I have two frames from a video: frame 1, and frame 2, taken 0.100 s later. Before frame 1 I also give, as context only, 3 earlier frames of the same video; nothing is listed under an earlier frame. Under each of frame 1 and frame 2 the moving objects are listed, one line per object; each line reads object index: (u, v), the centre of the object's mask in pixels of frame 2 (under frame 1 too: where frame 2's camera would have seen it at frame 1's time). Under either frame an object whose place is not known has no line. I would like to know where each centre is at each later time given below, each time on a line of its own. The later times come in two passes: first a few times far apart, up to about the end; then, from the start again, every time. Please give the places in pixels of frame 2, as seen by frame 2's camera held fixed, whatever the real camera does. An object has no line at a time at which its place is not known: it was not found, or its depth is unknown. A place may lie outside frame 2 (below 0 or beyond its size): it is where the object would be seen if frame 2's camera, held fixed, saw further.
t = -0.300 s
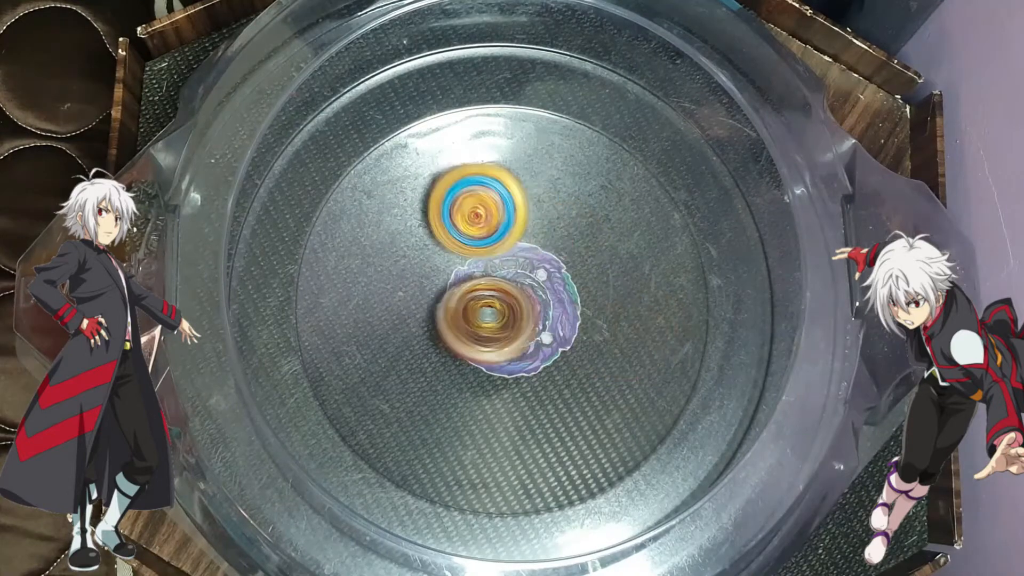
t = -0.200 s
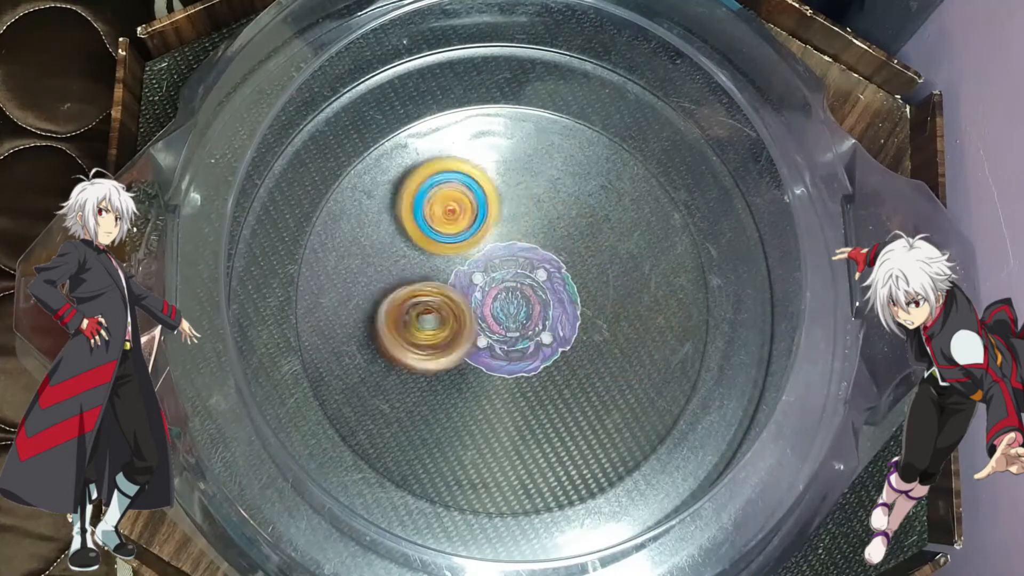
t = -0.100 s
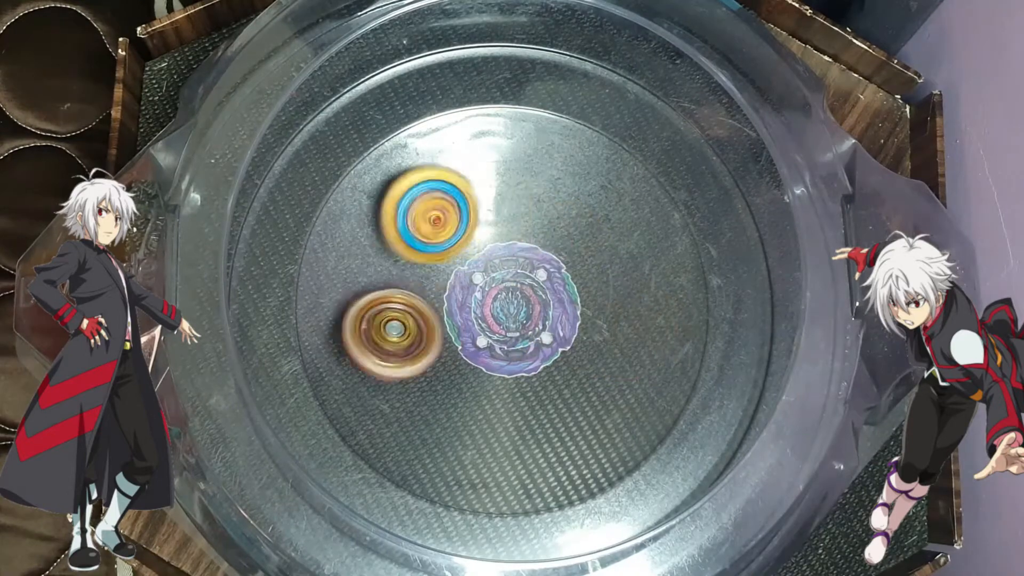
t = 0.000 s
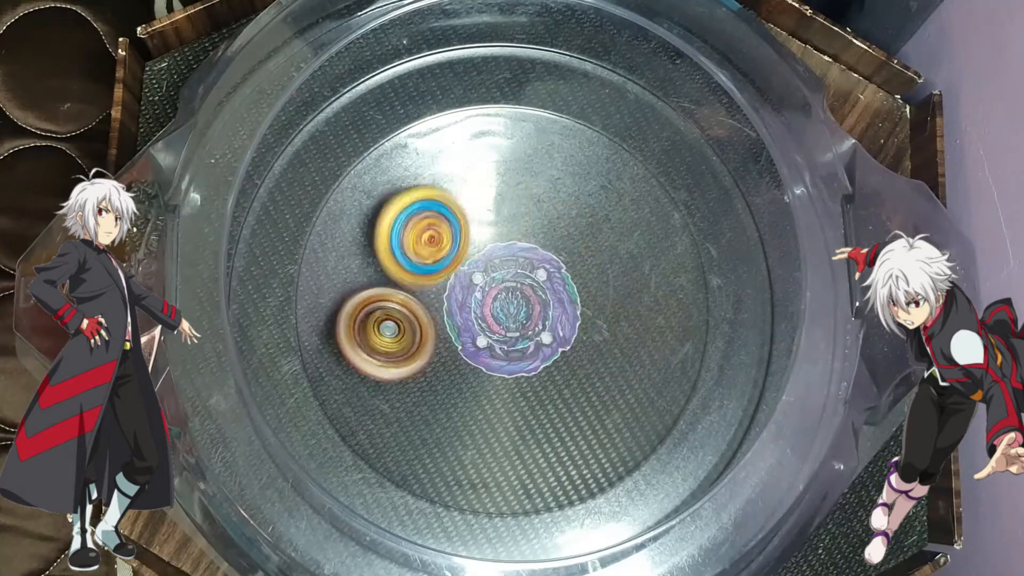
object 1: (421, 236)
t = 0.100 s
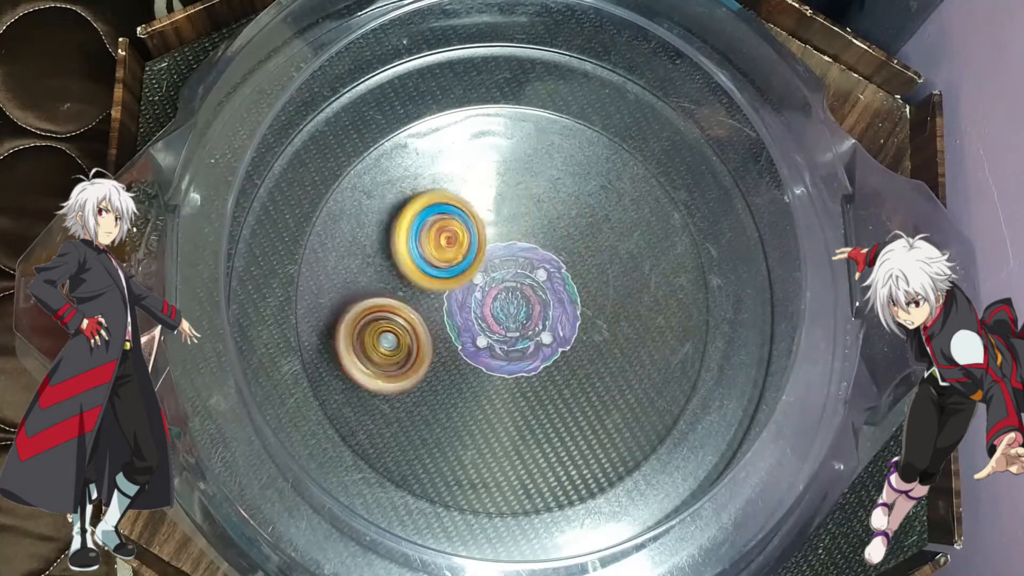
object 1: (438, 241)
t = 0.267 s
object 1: (473, 267)
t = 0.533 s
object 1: (583, 364)
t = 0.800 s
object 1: (576, 368)
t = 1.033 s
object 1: (526, 325)
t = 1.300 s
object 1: (433, 246)
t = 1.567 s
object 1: (446, 246)
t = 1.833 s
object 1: (496, 304)
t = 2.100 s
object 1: (540, 297)
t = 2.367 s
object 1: (608, 209)
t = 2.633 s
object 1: (582, 195)
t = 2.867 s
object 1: (552, 225)
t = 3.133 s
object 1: (557, 305)
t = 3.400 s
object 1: (576, 335)
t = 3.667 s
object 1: (576, 332)
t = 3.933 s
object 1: (529, 324)
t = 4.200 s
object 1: (559, 366)
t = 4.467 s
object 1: (553, 370)
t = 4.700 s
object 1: (517, 344)
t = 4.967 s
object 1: (490, 349)
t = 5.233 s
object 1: (490, 347)
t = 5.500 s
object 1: (461, 333)
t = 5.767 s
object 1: (454, 338)
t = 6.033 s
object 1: (519, 268)
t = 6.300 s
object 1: (584, 282)
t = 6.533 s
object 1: (540, 291)
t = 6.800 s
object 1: (540, 290)
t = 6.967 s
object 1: (544, 291)
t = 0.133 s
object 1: (445, 243)
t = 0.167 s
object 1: (452, 247)
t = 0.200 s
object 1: (459, 251)
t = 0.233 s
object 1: (466, 258)
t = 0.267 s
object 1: (473, 267)
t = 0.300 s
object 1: (486, 277)
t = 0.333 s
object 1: (503, 286)
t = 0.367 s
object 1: (520, 297)
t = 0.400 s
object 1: (539, 312)
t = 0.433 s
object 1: (554, 327)
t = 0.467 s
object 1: (566, 340)
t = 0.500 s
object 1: (576, 353)
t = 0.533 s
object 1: (583, 364)
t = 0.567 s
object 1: (589, 371)
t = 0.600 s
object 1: (593, 375)
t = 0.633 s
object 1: (594, 377)
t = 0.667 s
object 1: (593, 377)
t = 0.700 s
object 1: (591, 376)
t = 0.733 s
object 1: (587, 374)
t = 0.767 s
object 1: (582, 371)
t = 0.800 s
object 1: (576, 368)
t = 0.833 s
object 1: (569, 365)
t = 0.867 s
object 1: (562, 360)
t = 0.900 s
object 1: (555, 357)
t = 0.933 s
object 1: (548, 353)
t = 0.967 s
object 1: (542, 346)
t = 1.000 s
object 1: (534, 336)
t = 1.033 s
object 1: (526, 325)
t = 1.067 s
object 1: (517, 312)
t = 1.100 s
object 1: (508, 301)
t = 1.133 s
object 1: (491, 296)
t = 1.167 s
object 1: (474, 289)
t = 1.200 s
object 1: (460, 280)
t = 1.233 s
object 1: (449, 268)
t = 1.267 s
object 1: (439, 255)
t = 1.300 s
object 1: (433, 246)
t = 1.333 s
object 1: (428, 240)
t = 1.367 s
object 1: (426, 235)
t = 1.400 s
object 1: (426, 234)
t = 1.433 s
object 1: (426, 236)
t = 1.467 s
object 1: (431, 237)
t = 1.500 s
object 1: (436, 240)
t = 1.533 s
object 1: (440, 243)
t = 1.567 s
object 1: (446, 246)
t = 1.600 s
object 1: (452, 250)
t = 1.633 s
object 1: (457, 253)
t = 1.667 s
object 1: (463, 256)
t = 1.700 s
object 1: (466, 262)
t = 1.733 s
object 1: (473, 270)
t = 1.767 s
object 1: (480, 281)
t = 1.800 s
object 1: (487, 293)
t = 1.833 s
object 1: (496, 304)
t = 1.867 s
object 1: (503, 315)
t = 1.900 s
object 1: (511, 318)
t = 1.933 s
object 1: (517, 317)
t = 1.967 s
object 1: (521, 316)
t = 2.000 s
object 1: (525, 314)
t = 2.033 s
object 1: (529, 311)
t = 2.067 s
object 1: (533, 304)
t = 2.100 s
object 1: (540, 297)
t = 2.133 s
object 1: (547, 290)
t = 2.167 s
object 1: (554, 285)
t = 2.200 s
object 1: (561, 278)
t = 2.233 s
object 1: (575, 259)
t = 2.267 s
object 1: (587, 244)
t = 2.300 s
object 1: (596, 231)
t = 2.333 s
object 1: (604, 219)
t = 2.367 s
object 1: (608, 209)
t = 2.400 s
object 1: (610, 201)
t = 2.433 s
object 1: (610, 194)
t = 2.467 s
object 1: (608, 191)
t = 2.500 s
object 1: (604, 189)
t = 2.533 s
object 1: (600, 190)
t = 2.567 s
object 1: (594, 191)
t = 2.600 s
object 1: (587, 194)
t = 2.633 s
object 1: (582, 195)
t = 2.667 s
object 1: (578, 193)
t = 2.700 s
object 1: (572, 196)
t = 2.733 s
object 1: (567, 199)
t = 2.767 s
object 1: (565, 201)
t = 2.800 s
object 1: (564, 206)
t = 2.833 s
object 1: (557, 214)
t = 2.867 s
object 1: (552, 225)
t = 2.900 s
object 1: (547, 236)
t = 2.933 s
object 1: (551, 243)
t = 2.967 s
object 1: (553, 253)
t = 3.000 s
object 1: (555, 263)
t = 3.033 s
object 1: (555, 273)
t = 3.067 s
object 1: (557, 285)
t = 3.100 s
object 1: (556, 294)
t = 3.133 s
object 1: (557, 305)
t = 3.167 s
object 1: (556, 313)
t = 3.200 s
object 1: (557, 321)
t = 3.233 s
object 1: (555, 324)
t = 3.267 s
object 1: (562, 327)
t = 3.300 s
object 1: (568, 330)
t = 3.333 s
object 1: (573, 332)
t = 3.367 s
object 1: (577, 334)
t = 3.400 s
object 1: (576, 335)
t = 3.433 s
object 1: (576, 335)
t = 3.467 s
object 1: (571, 334)
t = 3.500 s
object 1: (567, 333)
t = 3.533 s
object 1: (561, 335)
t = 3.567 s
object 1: (558, 338)
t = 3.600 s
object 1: (563, 338)
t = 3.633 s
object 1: (574, 336)
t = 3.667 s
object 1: (576, 332)
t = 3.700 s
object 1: (570, 328)
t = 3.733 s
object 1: (565, 330)
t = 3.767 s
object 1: (559, 327)
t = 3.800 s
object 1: (549, 325)
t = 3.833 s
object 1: (539, 322)
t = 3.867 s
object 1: (528, 319)
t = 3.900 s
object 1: (525, 319)
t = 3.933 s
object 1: (529, 324)
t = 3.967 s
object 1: (532, 325)
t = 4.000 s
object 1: (533, 323)
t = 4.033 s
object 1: (531, 321)
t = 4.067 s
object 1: (533, 324)
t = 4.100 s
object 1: (539, 331)
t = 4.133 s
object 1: (550, 344)
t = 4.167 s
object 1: (554, 357)
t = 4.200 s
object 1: (559, 366)
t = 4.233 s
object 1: (561, 373)
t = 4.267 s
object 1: (563, 376)
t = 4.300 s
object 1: (563, 376)
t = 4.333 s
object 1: (560, 375)
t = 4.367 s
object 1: (555, 373)
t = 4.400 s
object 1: (552, 373)
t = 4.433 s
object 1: (552, 373)
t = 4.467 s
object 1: (553, 370)
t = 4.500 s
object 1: (551, 367)
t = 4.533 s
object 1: (547, 363)
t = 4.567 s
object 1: (544, 360)
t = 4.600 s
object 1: (541, 357)
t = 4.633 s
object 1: (533, 352)
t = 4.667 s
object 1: (527, 350)
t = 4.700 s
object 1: (517, 344)
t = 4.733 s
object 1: (511, 342)
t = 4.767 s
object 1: (504, 345)
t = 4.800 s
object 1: (501, 351)
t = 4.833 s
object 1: (494, 352)
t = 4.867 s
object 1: (490, 355)
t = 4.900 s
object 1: (490, 356)
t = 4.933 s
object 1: (491, 355)
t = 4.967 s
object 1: (490, 349)
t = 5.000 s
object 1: (489, 345)
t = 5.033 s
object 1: (485, 345)
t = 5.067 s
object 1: (487, 348)
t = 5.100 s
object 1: (488, 347)
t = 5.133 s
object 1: (487, 348)
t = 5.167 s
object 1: (486, 350)
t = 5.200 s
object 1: (488, 349)
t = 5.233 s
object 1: (490, 347)
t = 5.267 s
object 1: (488, 344)
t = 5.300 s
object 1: (484, 342)
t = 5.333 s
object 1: (480, 341)
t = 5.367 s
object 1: (479, 335)
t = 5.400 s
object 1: (476, 328)
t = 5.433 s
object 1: (471, 331)
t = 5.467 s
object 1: (467, 334)
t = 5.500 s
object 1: (461, 333)
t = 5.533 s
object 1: (451, 338)
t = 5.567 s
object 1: (447, 345)
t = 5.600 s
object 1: (445, 348)
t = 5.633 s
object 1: (444, 349)
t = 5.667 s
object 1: (446, 348)
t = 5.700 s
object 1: (448, 345)
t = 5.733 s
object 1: (450, 342)
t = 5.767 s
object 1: (454, 338)
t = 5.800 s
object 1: (459, 335)
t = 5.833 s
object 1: (466, 330)
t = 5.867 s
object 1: (473, 320)
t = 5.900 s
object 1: (479, 309)
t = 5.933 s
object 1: (487, 298)
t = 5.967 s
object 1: (497, 288)
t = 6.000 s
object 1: (506, 279)
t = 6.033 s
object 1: (519, 268)
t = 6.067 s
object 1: (532, 260)
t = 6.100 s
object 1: (545, 256)
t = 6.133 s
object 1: (555, 257)
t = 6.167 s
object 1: (565, 260)
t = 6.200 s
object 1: (573, 264)
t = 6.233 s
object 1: (579, 270)
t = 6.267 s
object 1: (582, 276)
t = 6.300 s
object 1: (584, 282)
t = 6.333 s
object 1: (583, 287)
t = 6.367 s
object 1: (580, 291)
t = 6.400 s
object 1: (575, 294)
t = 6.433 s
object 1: (570, 294)
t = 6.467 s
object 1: (563, 294)
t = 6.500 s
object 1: (553, 293)
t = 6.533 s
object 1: (540, 291)
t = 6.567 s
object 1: (537, 292)
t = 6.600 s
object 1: (541, 292)
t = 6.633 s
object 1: (542, 293)
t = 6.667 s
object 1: (541, 293)
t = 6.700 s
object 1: (540, 293)
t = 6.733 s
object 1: (540, 291)
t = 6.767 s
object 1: (541, 290)
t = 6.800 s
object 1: (540, 290)
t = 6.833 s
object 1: (540, 290)
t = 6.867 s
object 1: (541, 289)
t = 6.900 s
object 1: (542, 288)
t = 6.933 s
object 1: (543, 289)
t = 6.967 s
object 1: (544, 291)
